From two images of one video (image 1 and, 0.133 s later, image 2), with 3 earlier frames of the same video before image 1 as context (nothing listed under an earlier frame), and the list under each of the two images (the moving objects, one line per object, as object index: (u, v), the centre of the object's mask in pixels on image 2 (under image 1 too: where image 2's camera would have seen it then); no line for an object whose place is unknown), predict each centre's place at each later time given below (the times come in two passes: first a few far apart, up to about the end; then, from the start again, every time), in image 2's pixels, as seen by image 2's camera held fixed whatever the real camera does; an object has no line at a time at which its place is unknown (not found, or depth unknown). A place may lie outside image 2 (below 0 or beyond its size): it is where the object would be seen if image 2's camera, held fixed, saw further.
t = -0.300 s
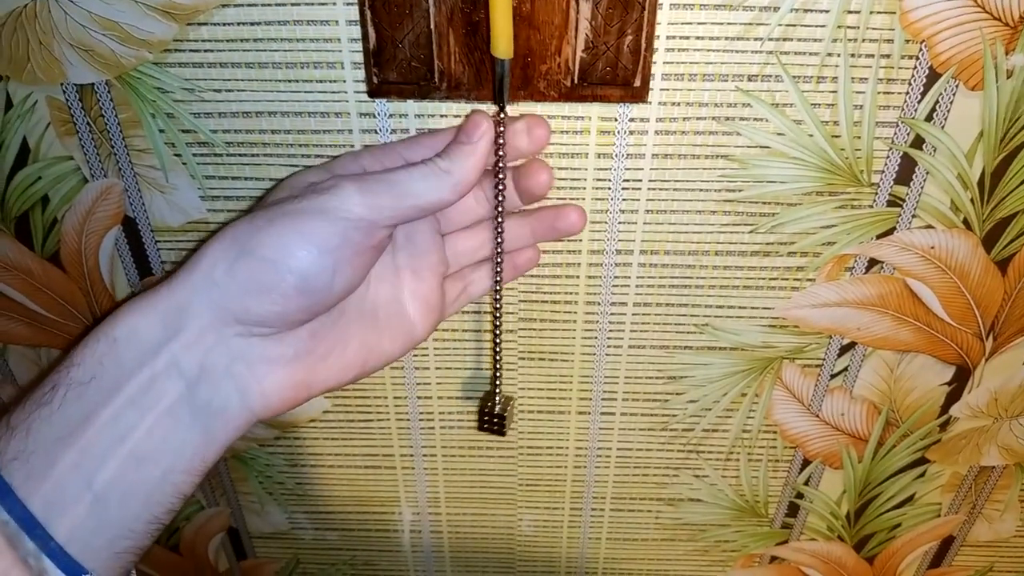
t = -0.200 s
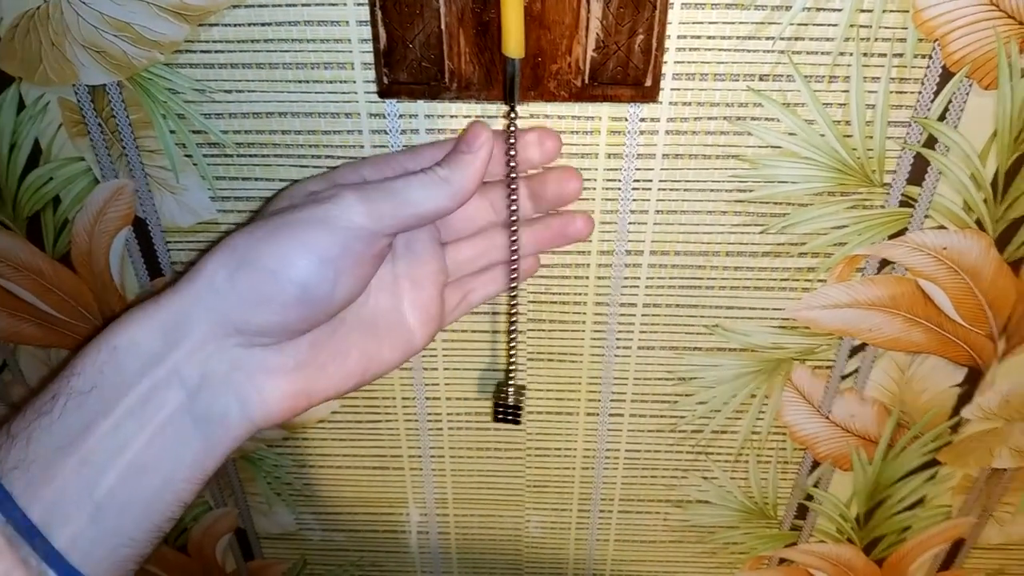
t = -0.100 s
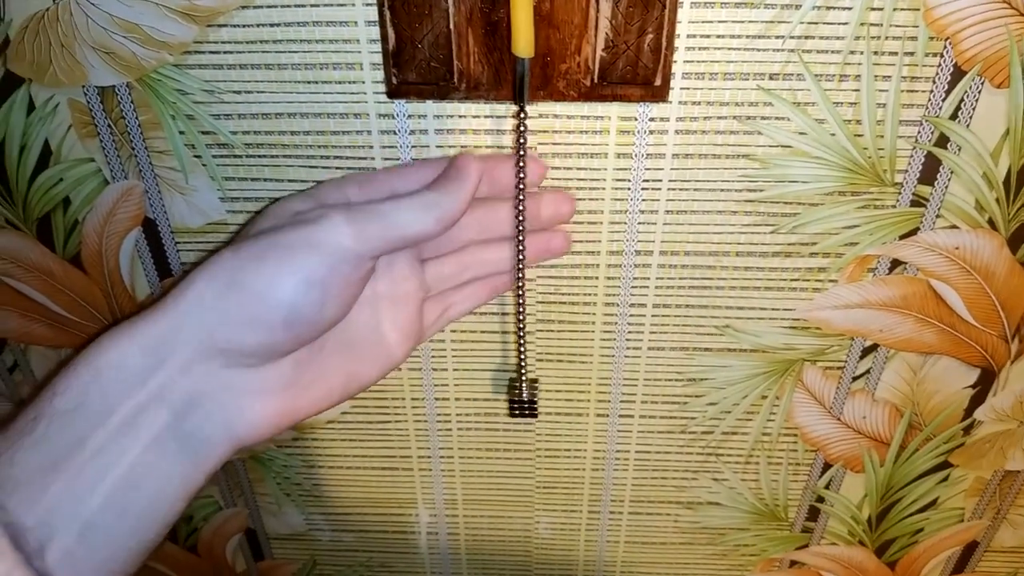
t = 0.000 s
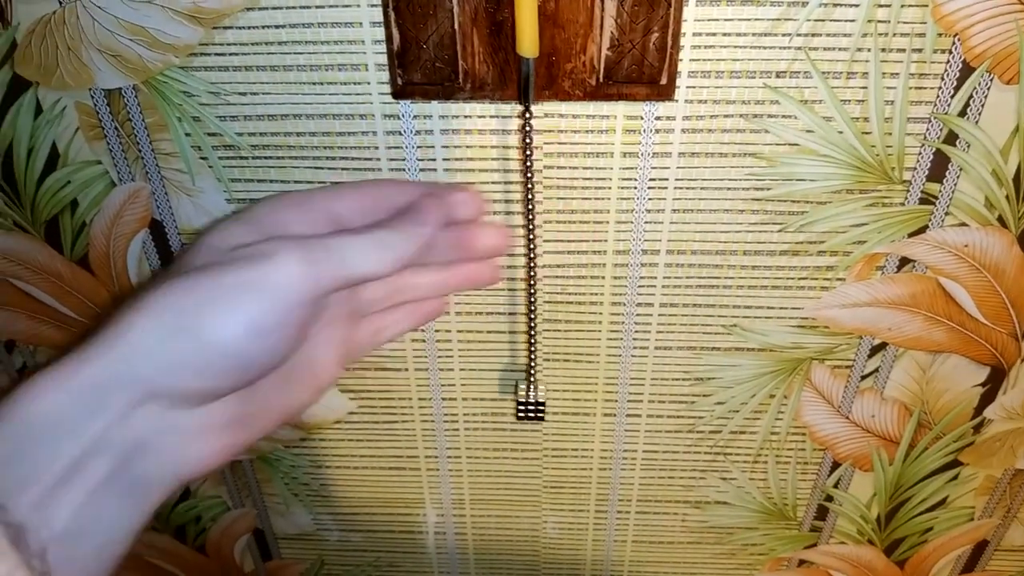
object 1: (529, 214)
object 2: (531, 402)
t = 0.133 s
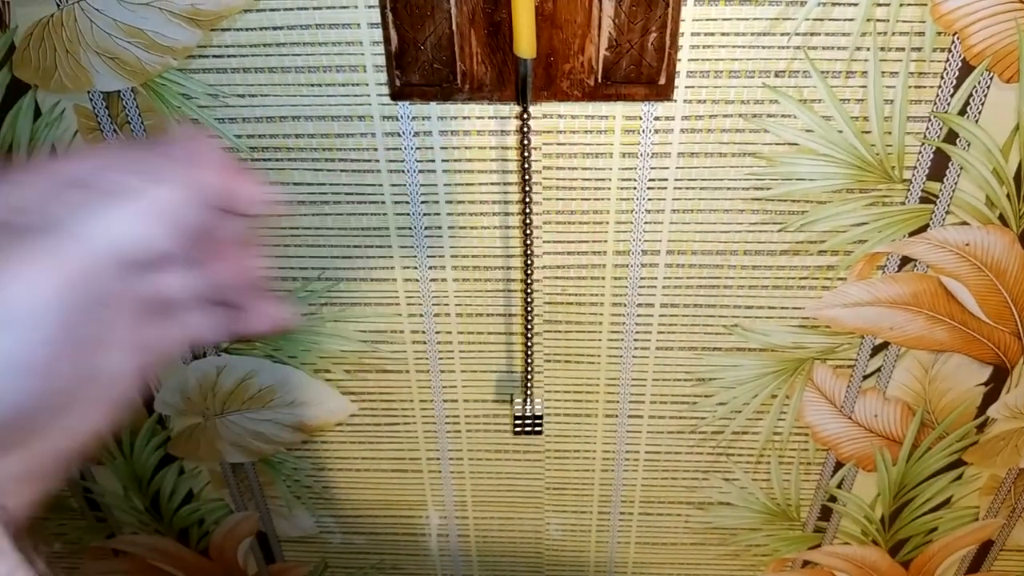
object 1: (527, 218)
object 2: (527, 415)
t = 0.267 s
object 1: (522, 218)
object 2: (521, 427)
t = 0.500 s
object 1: (525, 218)
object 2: (523, 415)
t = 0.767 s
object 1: (526, 214)
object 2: (531, 406)
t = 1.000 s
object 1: (525, 224)
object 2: (522, 427)
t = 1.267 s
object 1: (524, 215)
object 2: (525, 410)
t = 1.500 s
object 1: (527, 215)
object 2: (530, 404)
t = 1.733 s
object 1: (524, 224)
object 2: (525, 421)
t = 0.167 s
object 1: (526, 223)
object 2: (525, 420)
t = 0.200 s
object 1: (524, 222)
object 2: (524, 424)
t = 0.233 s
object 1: (522, 219)
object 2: (523, 426)
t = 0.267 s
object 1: (522, 218)
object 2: (521, 427)
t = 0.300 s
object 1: (522, 224)
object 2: (518, 427)
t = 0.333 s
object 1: (522, 219)
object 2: (518, 425)
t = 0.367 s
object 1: (523, 221)
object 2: (520, 426)
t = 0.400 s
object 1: (522, 222)
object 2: (521, 422)
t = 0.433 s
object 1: (522, 221)
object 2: (521, 419)
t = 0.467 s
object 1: (524, 218)
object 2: (522, 417)
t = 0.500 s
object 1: (525, 218)
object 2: (523, 415)
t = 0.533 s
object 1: (524, 216)
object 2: (524, 410)
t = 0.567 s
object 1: (524, 214)
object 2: (527, 407)
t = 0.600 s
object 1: (526, 213)
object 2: (529, 403)
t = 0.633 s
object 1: (527, 212)
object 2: (530, 402)
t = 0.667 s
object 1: (527, 212)
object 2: (530, 402)
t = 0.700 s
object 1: (526, 212)
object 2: (531, 401)
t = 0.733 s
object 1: (525, 210)
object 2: (531, 403)
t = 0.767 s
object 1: (526, 214)
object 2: (531, 406)
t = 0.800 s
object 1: (527, 215)
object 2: (530, 409)
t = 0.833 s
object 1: (527, 215)
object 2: (528, 411)
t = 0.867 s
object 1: (526, 218)
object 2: (527, 416)
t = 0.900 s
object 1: (524, 216)
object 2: (526, 419)
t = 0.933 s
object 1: (524, 218)
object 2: (523, 424)
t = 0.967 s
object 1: (525, 223)
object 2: (524, 423)
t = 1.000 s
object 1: (525, 224)
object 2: (522, 427)
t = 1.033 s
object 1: (523, 225)
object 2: (522, 425)
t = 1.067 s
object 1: (522, 225)
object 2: (521, 425)
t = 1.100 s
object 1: (523, 225)
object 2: (521, 424)
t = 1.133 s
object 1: (524, 223)
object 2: (521, 423)
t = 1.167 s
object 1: (524, 221)
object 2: (520, 421)
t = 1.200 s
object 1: (523, 219)
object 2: (522, 417)
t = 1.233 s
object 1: (523, 217)
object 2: (524, 414)
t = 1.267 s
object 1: (524, 215)
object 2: (525, 410)
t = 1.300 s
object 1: (525, 215)
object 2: (526, 407)
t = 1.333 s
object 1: (526, 213)
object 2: (526, 405)
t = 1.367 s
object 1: (525, 210)
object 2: (528, 403)
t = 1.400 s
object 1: (526, 212)
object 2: (529, 401)
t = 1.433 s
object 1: (527, 214)
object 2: (530, 401)
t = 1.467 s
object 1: (527, 214)
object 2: (531, 402)
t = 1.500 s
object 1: (527, 215)
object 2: (530, 404)
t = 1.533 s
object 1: (527, 217)
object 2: (530, 406)
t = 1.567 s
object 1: (526, 218)
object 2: (530, 408)
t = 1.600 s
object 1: (526, 219)
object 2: (529, 413)
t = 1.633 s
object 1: (526, 220)
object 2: (527, 416)
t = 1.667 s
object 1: (526, 222)
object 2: (526, 418)
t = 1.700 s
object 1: (525, 223)
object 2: (525, 421)
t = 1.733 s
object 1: (524, 224)
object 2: (525, 421)
